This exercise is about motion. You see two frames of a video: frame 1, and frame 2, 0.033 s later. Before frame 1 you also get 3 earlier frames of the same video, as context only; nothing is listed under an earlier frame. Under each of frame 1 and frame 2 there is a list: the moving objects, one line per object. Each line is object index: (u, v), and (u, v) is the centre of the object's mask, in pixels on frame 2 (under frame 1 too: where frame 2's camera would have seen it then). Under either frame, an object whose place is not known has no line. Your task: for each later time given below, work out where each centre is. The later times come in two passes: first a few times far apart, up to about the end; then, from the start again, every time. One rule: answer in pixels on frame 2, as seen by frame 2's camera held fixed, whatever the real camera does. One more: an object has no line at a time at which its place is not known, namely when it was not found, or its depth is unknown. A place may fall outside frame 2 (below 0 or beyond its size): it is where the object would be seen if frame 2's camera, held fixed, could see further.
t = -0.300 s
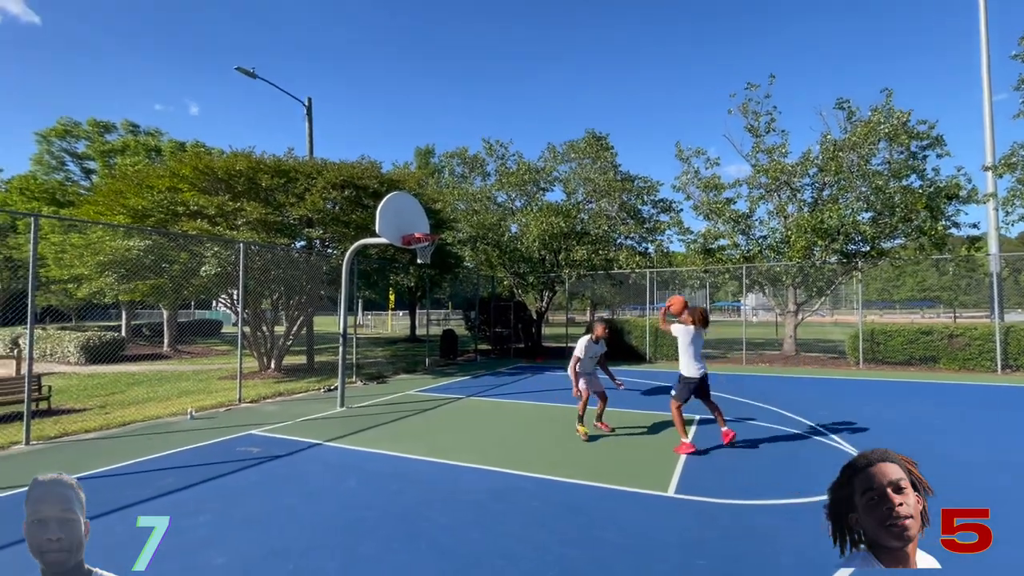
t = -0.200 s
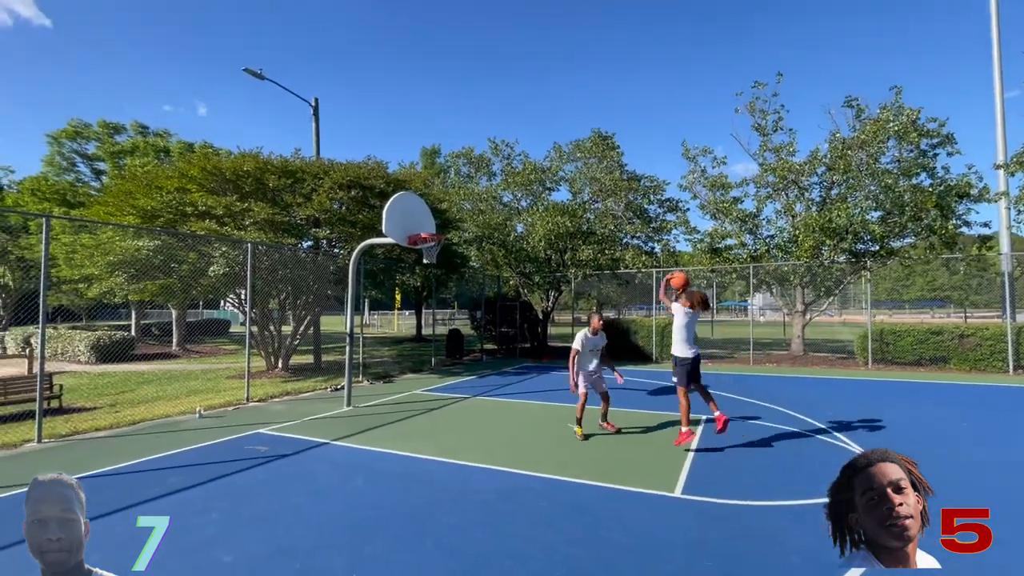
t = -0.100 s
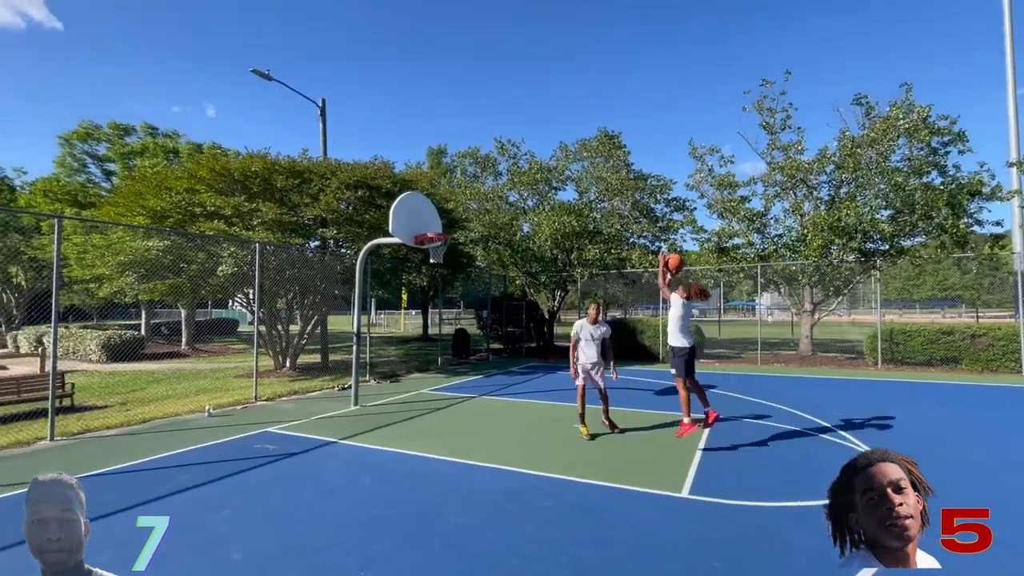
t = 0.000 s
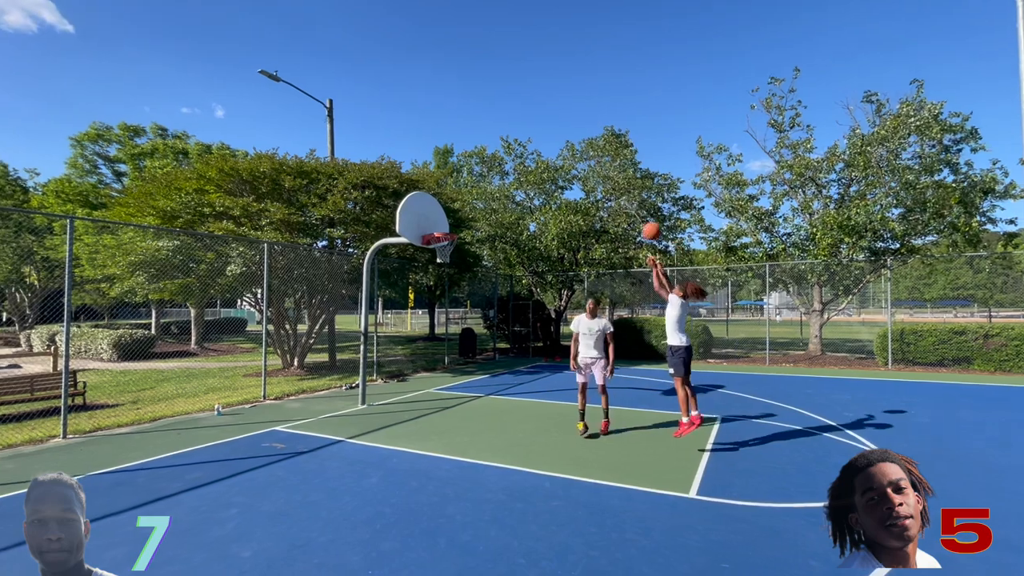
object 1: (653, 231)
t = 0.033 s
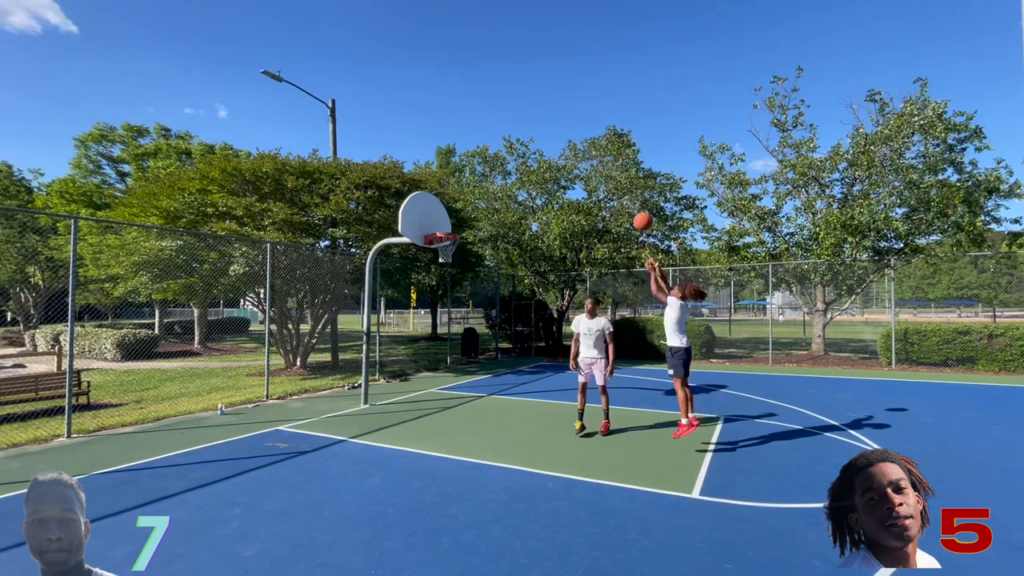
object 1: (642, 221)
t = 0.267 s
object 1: (571, 182)
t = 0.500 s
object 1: (510, 182)
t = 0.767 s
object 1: (452, 220)
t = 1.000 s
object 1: (442, 219)
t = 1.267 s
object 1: (444, 228)
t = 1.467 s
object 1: (444, 274)
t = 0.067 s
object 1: (631, 213)
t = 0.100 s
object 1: (620, 204)
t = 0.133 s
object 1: (610, 198)
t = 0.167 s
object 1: (599, 193)
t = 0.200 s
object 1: (590, 189)
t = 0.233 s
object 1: (580, 185)
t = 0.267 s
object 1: (571, 182)
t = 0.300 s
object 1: (561, 180)
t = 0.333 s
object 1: (553, 178)
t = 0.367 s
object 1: (544, 177)
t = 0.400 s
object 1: (536, 178)
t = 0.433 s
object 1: (527, 178)
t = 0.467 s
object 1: (519, 180)
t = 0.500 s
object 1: (510, 182)
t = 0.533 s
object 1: (503, 185)
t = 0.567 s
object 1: (495, 188)
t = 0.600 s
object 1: (488, 192)
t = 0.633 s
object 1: (480, 196)
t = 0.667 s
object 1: (473, 202)
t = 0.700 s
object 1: (465, 207)
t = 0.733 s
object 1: (458, 214)
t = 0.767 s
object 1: (452, 220)
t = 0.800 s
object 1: (447, 228)
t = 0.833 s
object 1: (442, 229)
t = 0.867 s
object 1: (441, 228)
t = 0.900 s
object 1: (441, 226)
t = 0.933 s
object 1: (441, 224)
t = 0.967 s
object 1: (442, 221)
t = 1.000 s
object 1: (442, 219)
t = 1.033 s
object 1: (442, 218)
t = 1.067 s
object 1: (442, 217)
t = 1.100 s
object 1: (442, 217)
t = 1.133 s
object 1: (443, 217)
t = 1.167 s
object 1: (442, 219)
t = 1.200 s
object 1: (443, 221)
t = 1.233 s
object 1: (443, 224)
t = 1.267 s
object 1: (444, 228)
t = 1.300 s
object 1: (443, 233)
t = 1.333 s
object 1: (443, 238)
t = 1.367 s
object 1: (444, 245)
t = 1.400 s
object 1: (444, 254)
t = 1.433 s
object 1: (445, 264)
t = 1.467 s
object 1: (444, 274)
